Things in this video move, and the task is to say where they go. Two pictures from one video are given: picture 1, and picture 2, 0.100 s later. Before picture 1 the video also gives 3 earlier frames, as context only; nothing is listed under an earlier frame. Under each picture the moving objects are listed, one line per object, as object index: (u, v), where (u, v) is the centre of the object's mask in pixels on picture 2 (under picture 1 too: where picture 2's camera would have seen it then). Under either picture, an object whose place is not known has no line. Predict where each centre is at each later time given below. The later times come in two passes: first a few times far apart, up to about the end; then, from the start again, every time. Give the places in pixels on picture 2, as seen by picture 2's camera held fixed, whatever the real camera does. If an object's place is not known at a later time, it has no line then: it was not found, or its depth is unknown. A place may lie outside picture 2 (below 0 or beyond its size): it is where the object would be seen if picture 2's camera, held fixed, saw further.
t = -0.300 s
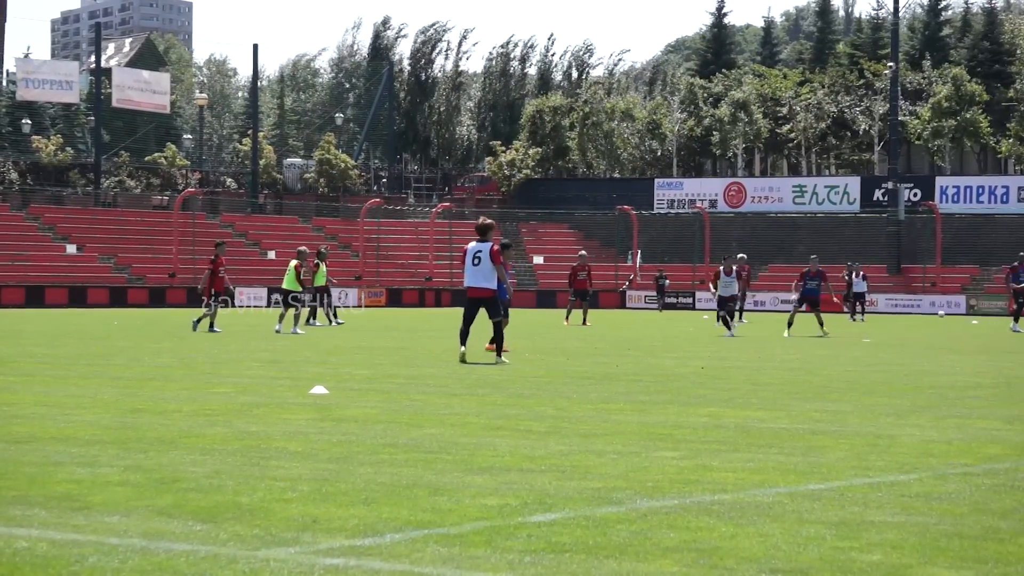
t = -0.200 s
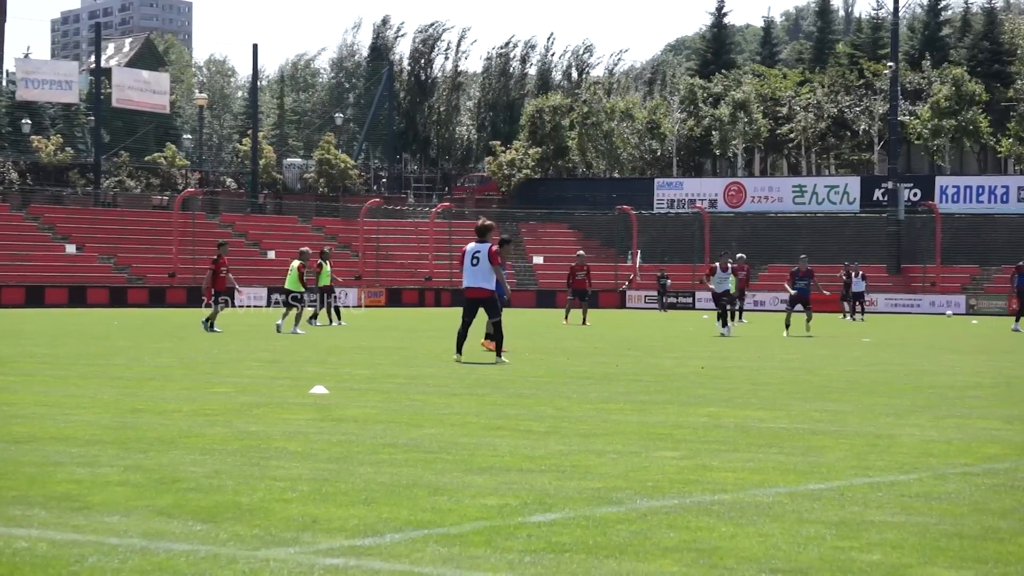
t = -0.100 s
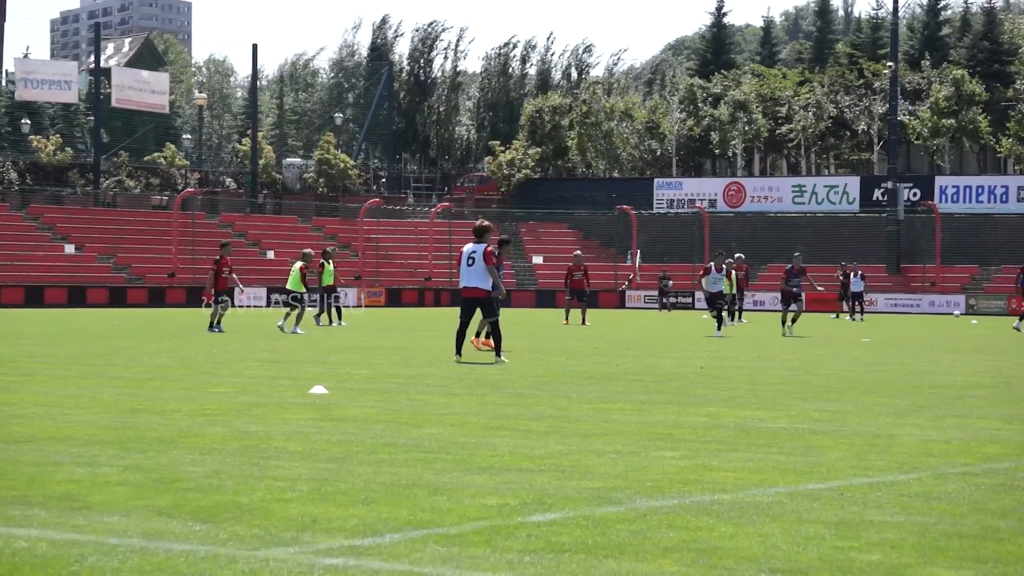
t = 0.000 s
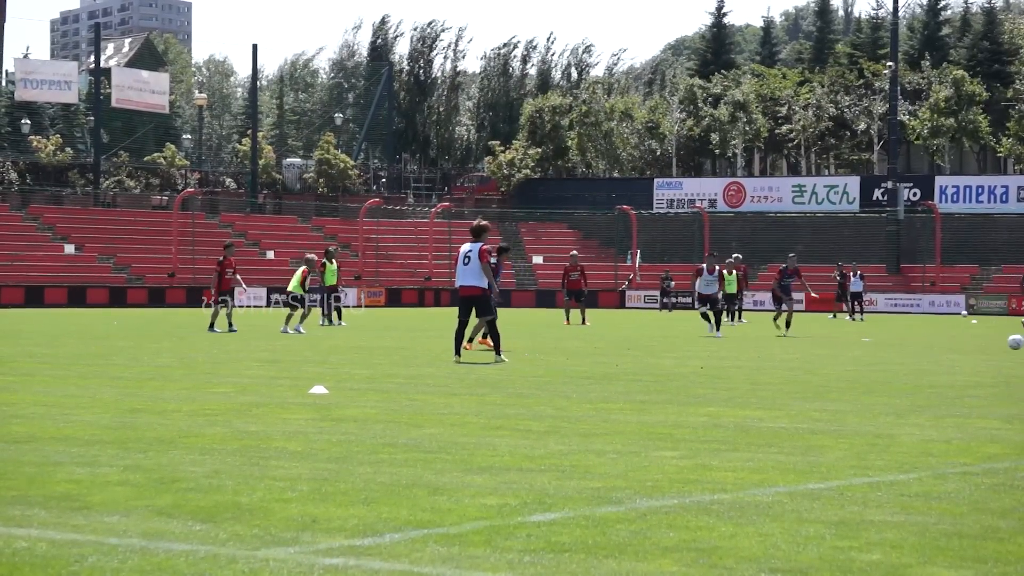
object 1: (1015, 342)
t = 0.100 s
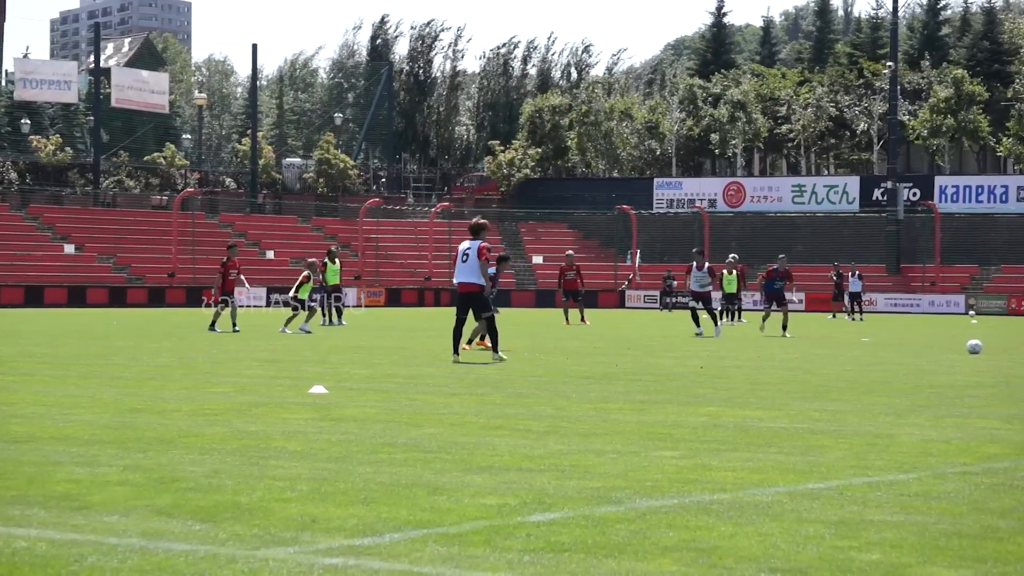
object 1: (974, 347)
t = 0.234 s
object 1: (928, 342)
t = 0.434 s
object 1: (867, 344)
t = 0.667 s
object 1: (813, 344)
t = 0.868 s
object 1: (773, 344)
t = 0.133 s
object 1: (963, 345)
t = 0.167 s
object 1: (951, 343)
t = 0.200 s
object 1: (939, 342)
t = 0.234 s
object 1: (928, 342)
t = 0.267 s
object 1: (916, 343)
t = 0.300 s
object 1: (905, 345)
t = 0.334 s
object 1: (894, 346)
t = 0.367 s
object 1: (885, 345)
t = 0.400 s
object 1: (875, 344)
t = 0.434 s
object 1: (867, 344)
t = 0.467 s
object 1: (857, 344)
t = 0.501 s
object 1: (848, 345)
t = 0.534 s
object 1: (840, 345)
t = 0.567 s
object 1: (833, 344)
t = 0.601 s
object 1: (826, 343)
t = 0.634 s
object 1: (819, 343)
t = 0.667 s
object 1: (813, 344)
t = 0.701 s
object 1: (806, 345)
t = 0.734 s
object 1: (799, 344)
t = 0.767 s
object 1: (793, 344)
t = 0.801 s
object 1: (786, 344)
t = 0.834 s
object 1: (779, 344)
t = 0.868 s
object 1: (773, 344)
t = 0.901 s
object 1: (766, 344)
